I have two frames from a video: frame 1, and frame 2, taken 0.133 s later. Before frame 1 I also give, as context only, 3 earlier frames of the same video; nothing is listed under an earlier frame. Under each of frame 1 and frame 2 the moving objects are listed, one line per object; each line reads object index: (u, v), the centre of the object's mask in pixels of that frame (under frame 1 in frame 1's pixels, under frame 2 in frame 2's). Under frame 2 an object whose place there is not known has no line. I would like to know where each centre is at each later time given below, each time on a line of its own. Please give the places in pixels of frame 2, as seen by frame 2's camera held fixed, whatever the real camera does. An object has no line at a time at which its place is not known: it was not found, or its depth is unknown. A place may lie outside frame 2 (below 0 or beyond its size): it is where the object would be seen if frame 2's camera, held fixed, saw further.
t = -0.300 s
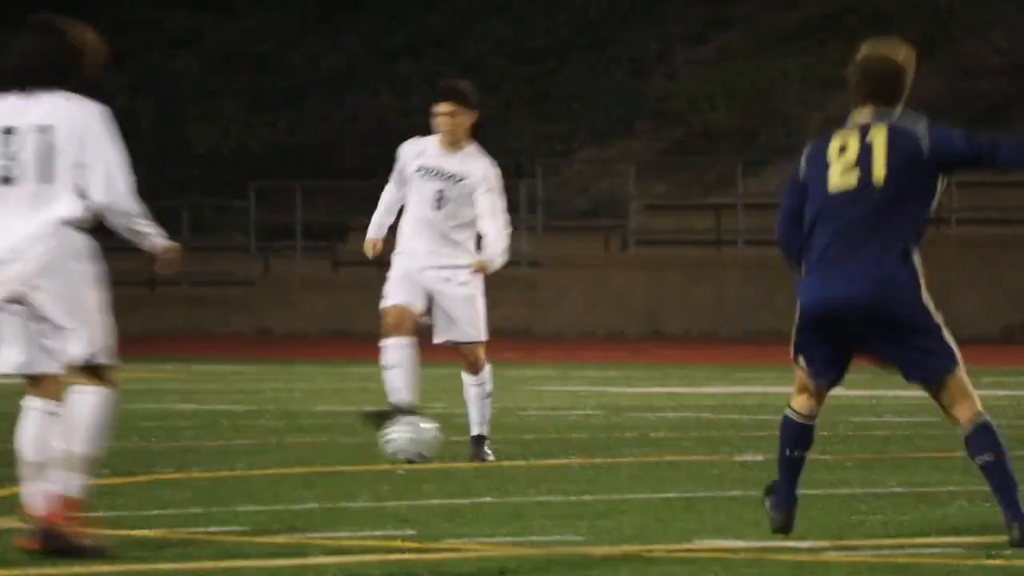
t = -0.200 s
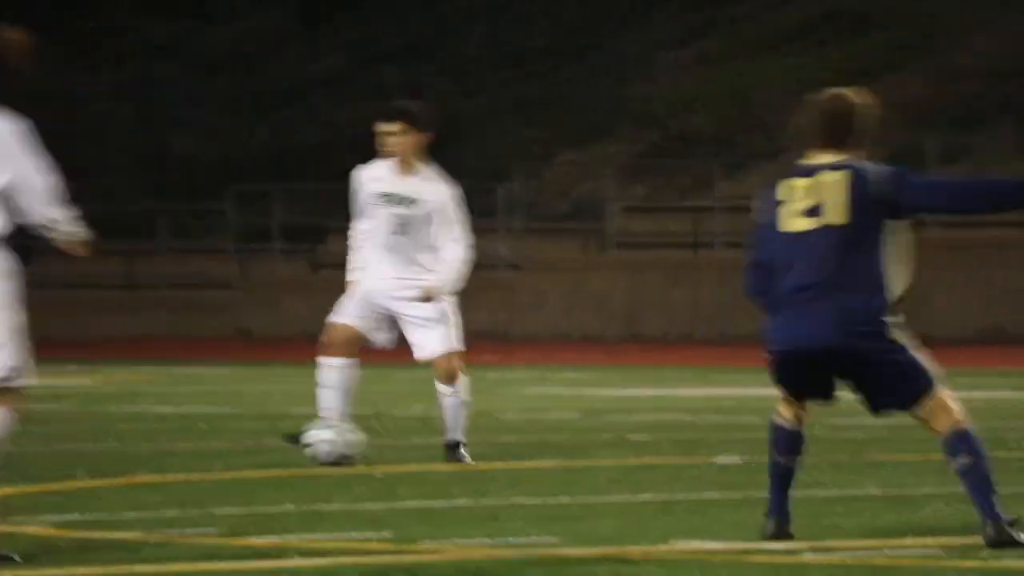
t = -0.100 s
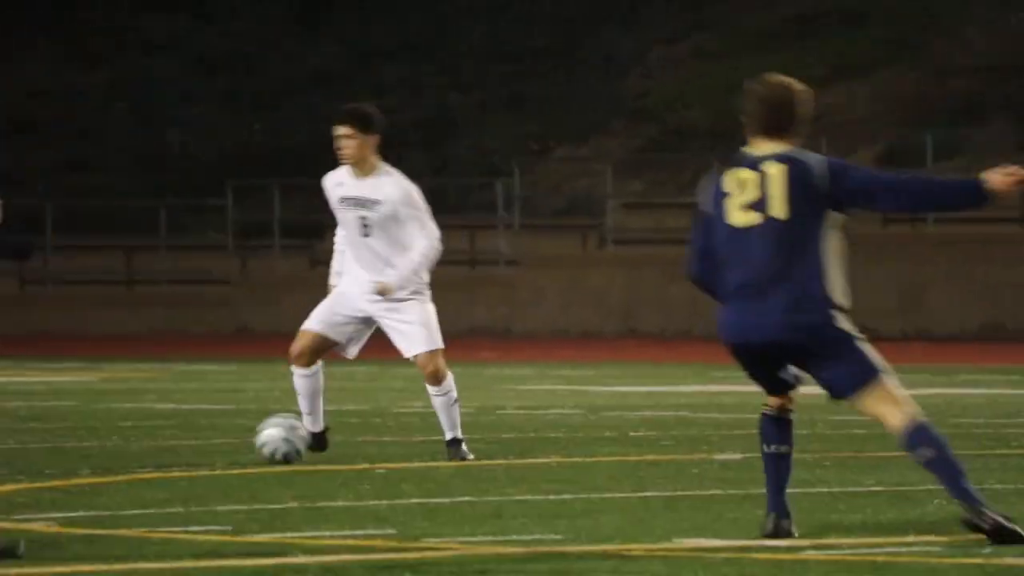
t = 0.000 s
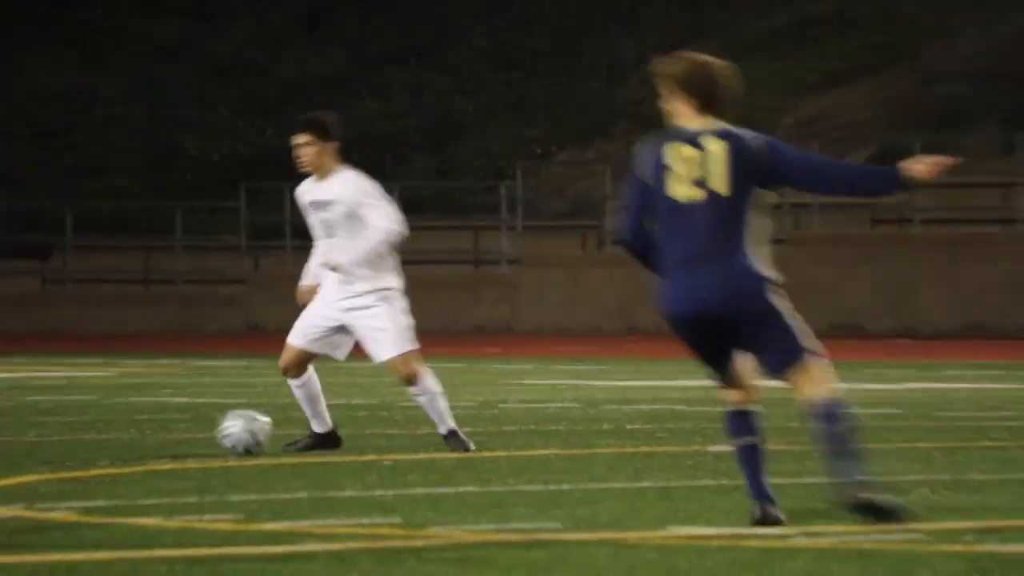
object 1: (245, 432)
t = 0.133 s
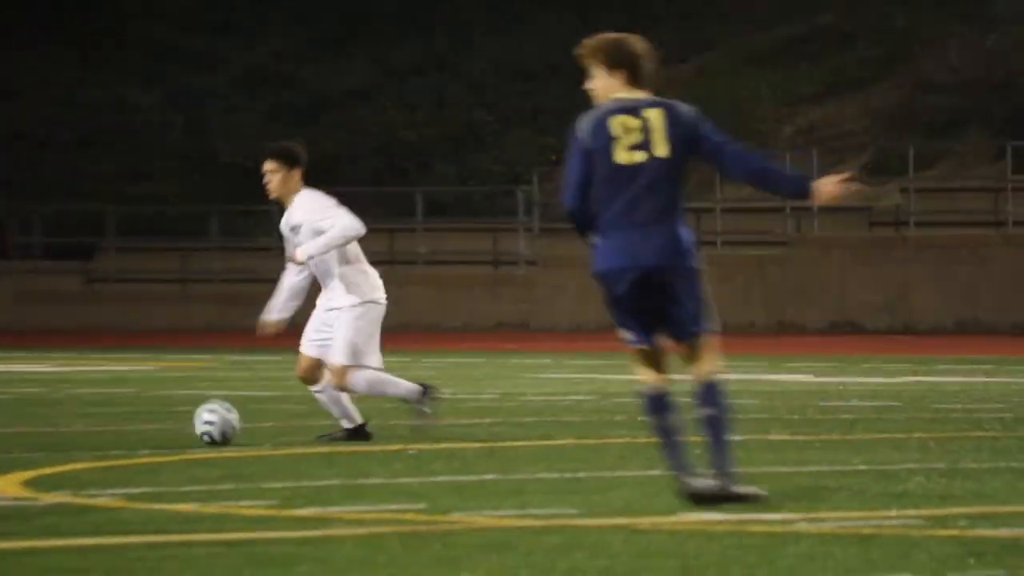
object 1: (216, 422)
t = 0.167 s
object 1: (203, 423)
